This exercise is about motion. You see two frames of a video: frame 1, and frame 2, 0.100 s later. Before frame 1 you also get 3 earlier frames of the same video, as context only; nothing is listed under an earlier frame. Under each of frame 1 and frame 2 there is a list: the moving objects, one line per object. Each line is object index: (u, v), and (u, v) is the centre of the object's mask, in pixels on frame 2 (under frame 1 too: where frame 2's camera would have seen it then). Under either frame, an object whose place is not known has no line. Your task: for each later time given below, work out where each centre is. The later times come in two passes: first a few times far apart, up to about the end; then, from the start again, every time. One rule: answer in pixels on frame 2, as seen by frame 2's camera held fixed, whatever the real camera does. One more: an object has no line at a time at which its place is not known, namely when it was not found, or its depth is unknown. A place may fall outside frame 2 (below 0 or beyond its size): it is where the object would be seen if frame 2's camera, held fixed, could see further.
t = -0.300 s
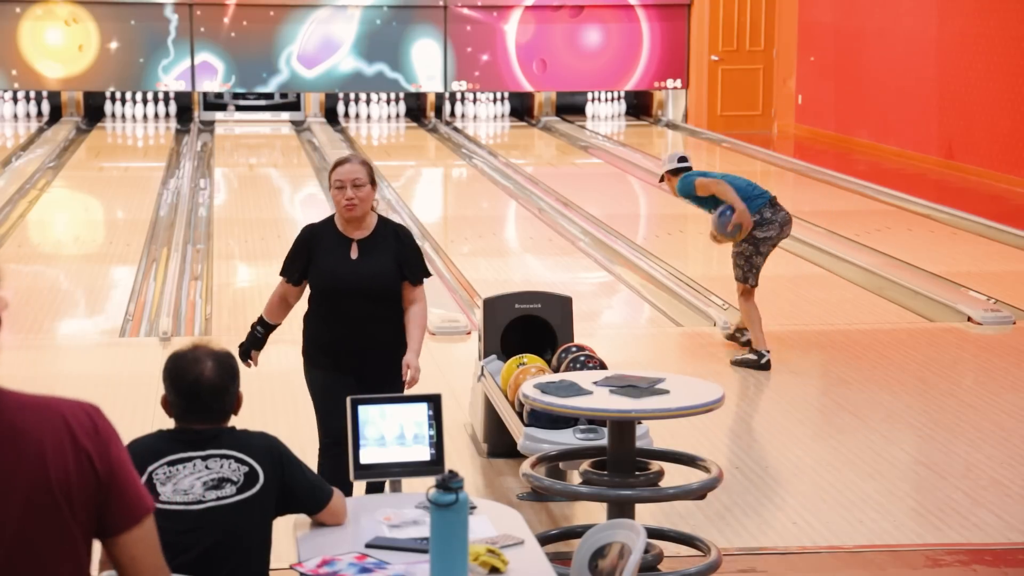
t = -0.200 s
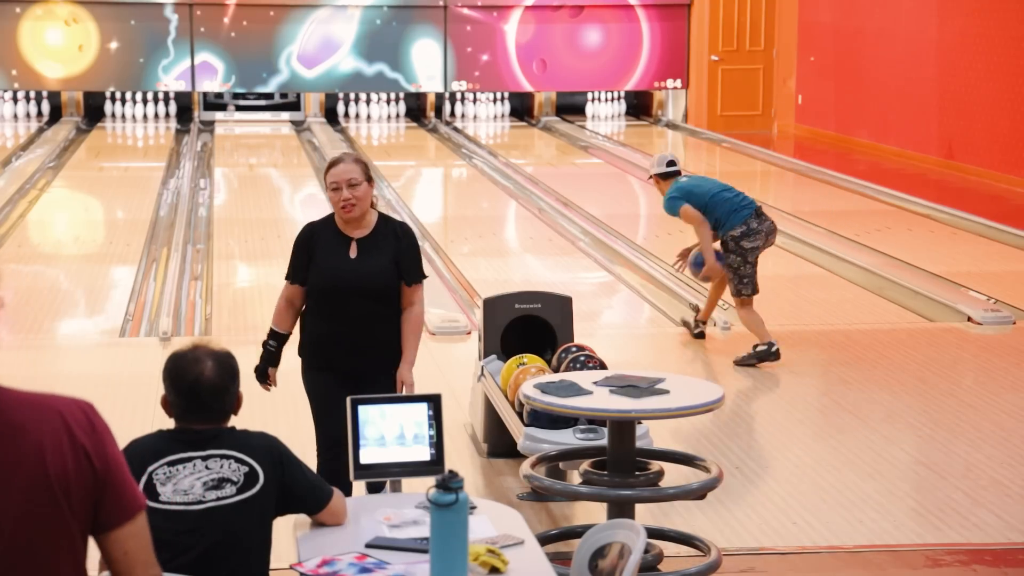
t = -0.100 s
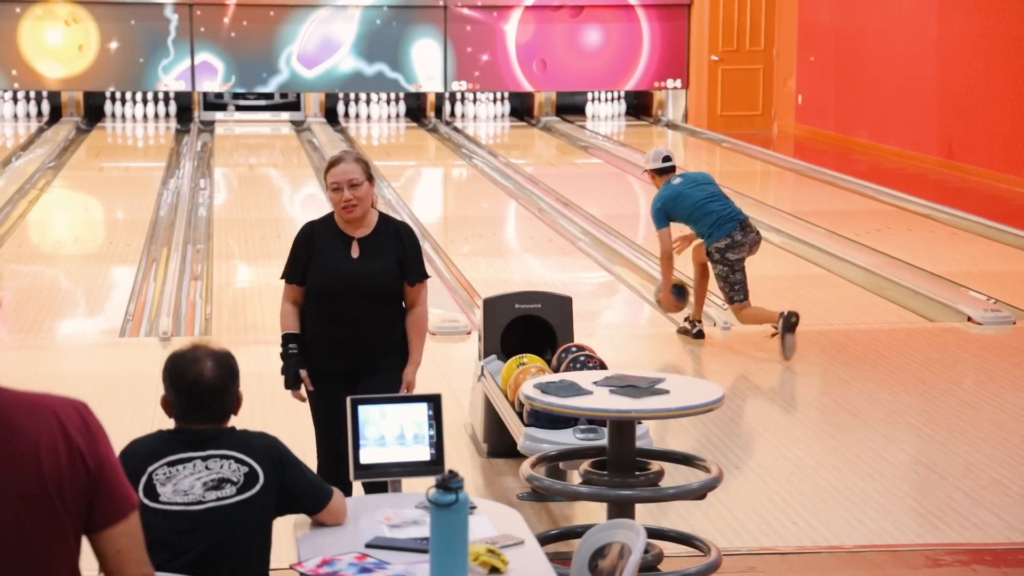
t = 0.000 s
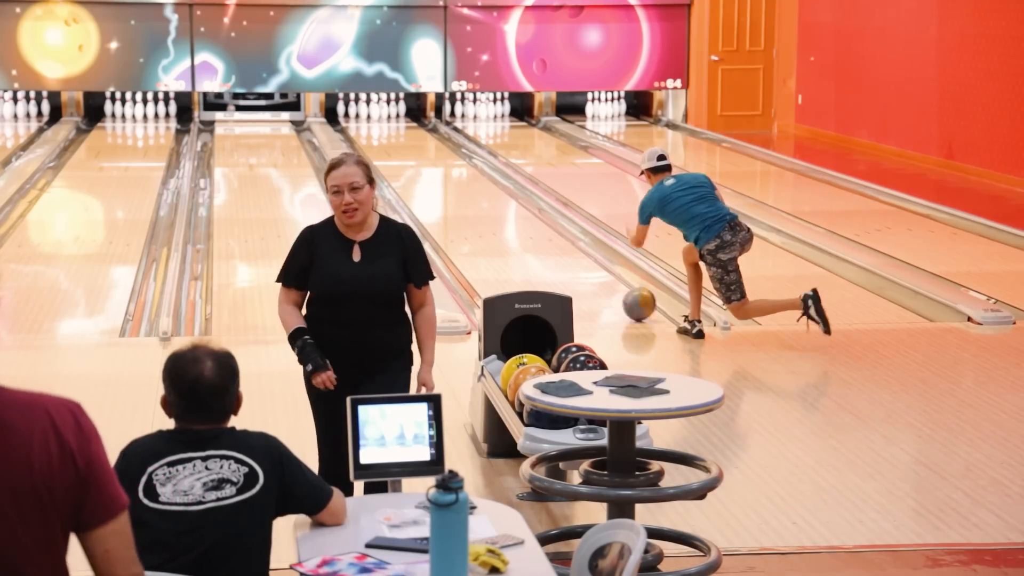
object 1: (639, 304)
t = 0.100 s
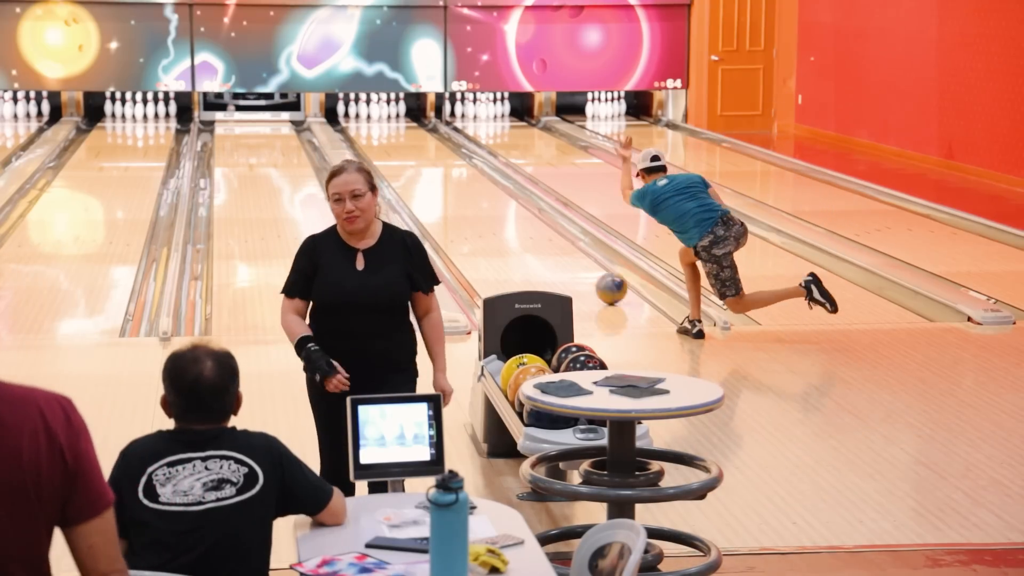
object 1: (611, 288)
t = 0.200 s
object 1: (586, 274)
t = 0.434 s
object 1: (537, 245)
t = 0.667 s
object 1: (497, 222)
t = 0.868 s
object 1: (469, 205)
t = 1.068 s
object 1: (444, 191)
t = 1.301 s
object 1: (421, 175)
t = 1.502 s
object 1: (404, 165)
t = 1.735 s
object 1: (385, 152)
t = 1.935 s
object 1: (374, 144)
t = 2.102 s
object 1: (367, 137)
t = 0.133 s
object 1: (603, 283)
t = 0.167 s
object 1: (594, 278)
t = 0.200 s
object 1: (586, 274)
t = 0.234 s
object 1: (579, 269)
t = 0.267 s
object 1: (571, 265)
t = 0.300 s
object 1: (564, 261)
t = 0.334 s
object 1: (557, 257)
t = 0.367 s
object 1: (550, 253)
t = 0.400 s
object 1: (543, 249)
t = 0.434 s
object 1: (537, 245)
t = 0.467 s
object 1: (530, 242)
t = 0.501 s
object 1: (524, 238)
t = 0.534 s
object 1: (519, 235)
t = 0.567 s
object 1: (513, 231)
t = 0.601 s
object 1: (507, 228)
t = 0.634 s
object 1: (502, 225)
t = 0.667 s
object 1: (497, 222)
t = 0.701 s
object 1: (492, 220)
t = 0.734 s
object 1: (487, 217)
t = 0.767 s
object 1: (482, 214)
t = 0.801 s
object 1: (477, 211)
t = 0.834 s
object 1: (473, 208)
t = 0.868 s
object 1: (469, 205)
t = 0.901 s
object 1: (464, 203)
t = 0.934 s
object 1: (460, 200)
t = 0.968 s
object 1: (456, 198)
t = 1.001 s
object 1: (452, 195)
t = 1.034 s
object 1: (448, 193)
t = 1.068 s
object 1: (444, 191)
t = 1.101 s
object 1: (441, 188)
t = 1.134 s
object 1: (437, 186)
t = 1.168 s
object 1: (434, 184)
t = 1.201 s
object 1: (430, 181)
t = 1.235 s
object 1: (427, 180)
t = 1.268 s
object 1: (424, 177)
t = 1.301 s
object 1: (421, 175)
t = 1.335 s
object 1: (418, 173)
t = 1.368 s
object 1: (414, 172)
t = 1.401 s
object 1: (412, 170)
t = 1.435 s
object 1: (409, 168)
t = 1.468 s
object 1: (406, 166)
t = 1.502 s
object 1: (404, 165)
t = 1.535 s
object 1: (401, 163)
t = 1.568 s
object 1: (398, 160)
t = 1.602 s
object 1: (395, 159)
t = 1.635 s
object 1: (393, 157)
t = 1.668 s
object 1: (391, 157)
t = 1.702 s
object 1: (389, 155)
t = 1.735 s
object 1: (385, 152)
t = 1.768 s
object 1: (384, 151)
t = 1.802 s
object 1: (382, 149)
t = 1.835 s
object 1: (380, 148)
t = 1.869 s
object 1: (378, 147)
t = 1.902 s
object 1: (376, 145)
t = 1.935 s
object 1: (374, 144)
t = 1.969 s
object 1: (372, 142)
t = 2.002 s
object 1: (371, 141)
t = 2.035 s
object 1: (370, 140)
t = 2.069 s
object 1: (369, 138)
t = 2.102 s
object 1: (367, 137)
